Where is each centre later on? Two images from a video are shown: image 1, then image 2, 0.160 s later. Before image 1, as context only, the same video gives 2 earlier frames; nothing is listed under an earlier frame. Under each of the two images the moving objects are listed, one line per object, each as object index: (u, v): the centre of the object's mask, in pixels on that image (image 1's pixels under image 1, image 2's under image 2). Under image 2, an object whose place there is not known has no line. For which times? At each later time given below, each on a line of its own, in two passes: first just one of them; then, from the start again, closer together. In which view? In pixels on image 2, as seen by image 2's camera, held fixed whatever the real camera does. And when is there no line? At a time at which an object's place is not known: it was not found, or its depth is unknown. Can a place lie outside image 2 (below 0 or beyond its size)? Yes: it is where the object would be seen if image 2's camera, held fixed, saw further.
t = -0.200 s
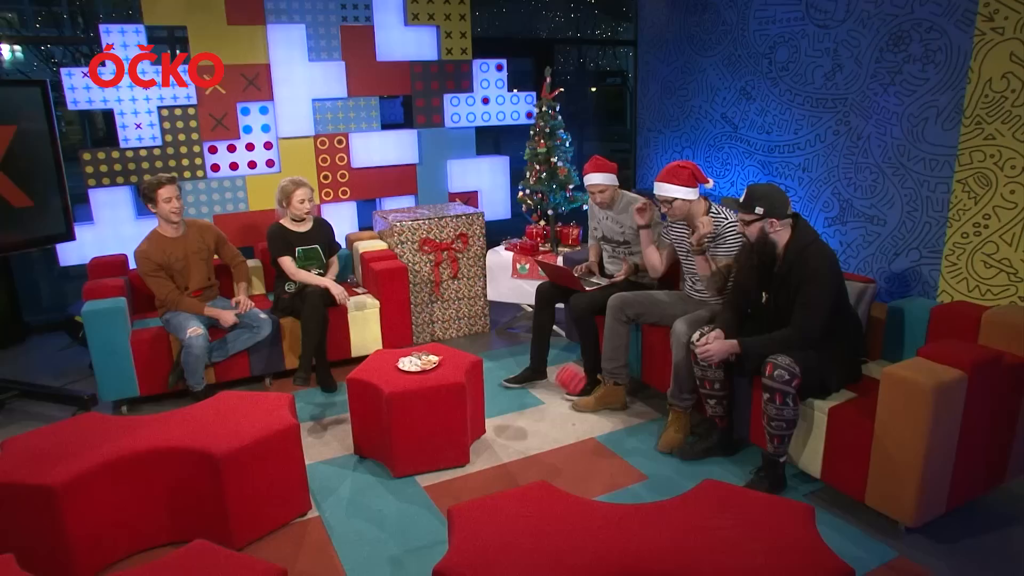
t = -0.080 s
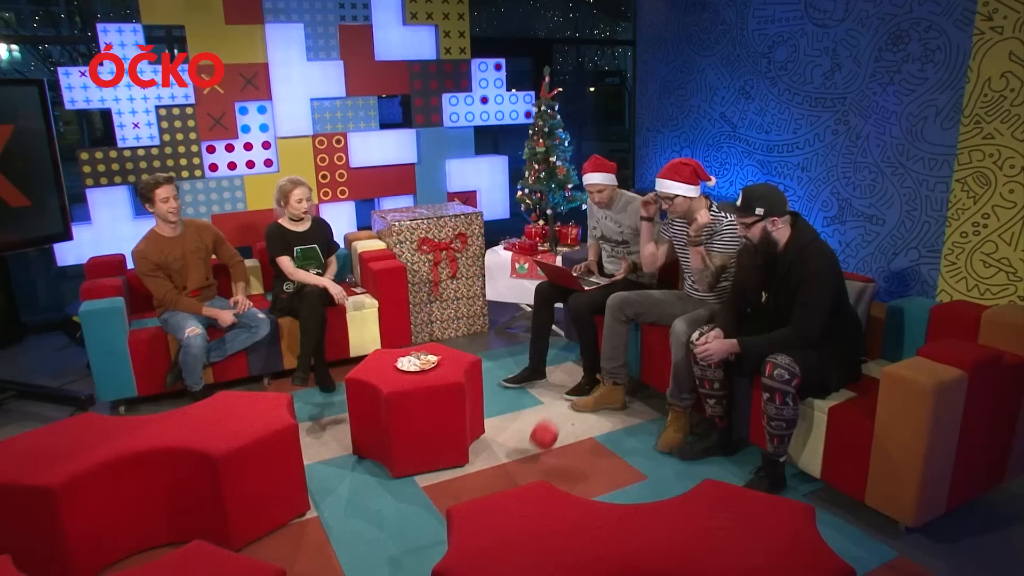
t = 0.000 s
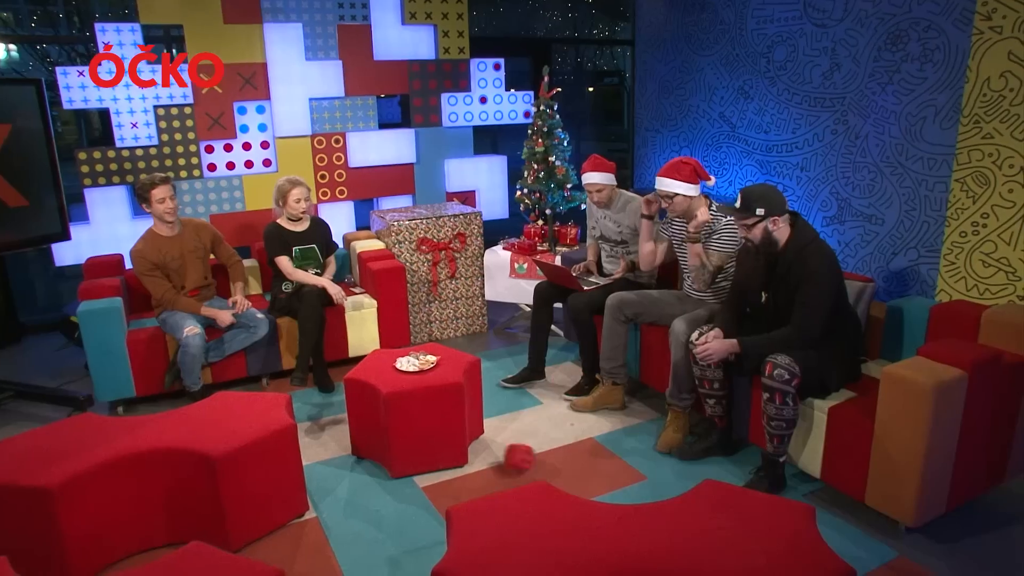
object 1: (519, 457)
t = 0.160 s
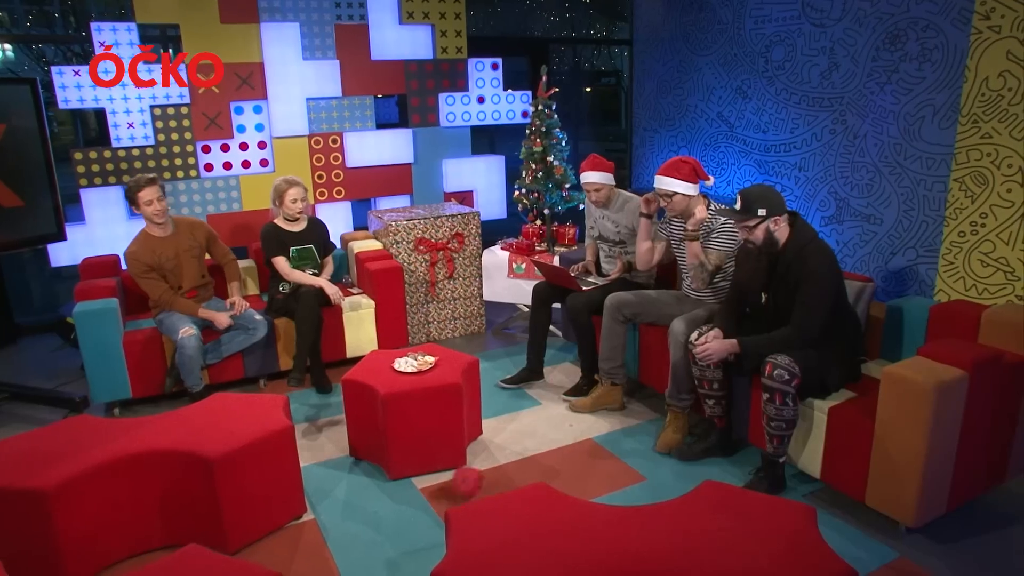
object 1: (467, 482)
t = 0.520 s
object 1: (383, 553)
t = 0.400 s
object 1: (406, 523)
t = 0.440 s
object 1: (397, 539)
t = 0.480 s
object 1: (390, 545)
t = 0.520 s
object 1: (383, 553)
